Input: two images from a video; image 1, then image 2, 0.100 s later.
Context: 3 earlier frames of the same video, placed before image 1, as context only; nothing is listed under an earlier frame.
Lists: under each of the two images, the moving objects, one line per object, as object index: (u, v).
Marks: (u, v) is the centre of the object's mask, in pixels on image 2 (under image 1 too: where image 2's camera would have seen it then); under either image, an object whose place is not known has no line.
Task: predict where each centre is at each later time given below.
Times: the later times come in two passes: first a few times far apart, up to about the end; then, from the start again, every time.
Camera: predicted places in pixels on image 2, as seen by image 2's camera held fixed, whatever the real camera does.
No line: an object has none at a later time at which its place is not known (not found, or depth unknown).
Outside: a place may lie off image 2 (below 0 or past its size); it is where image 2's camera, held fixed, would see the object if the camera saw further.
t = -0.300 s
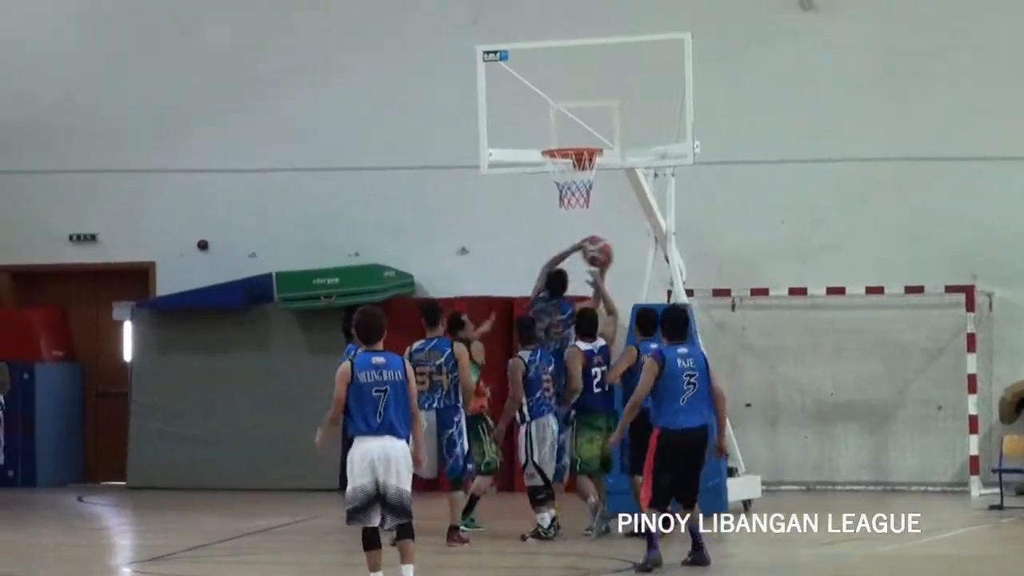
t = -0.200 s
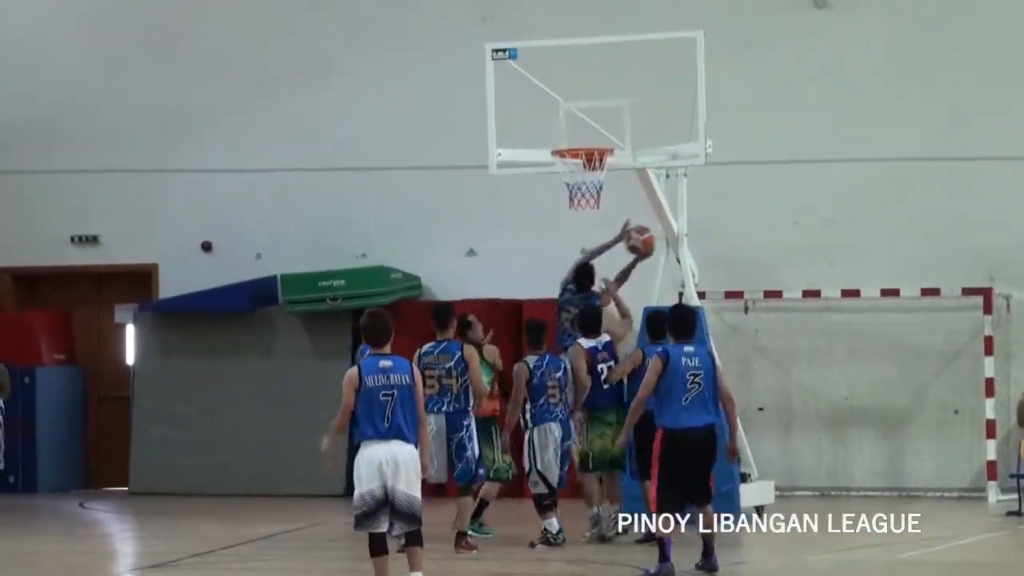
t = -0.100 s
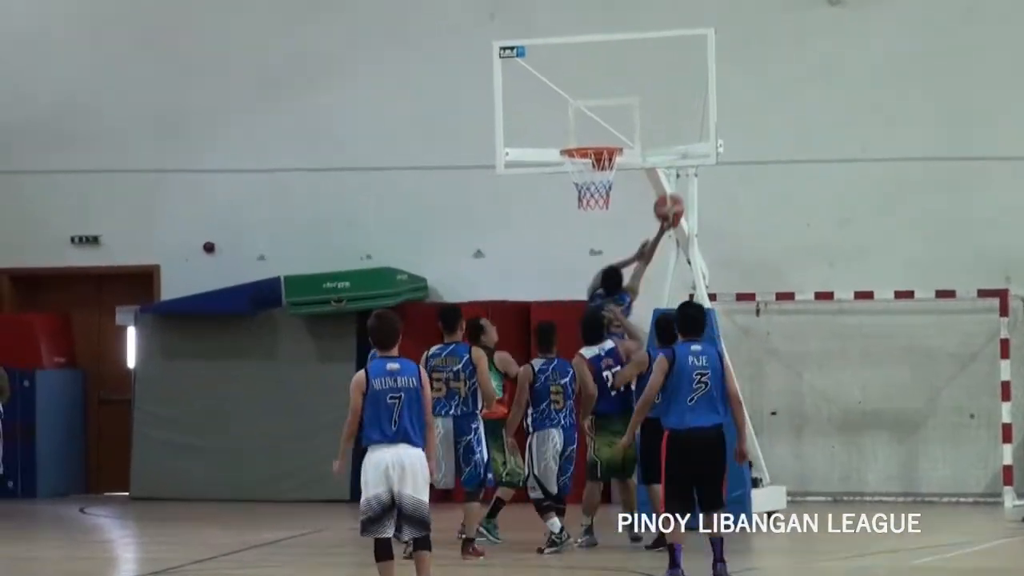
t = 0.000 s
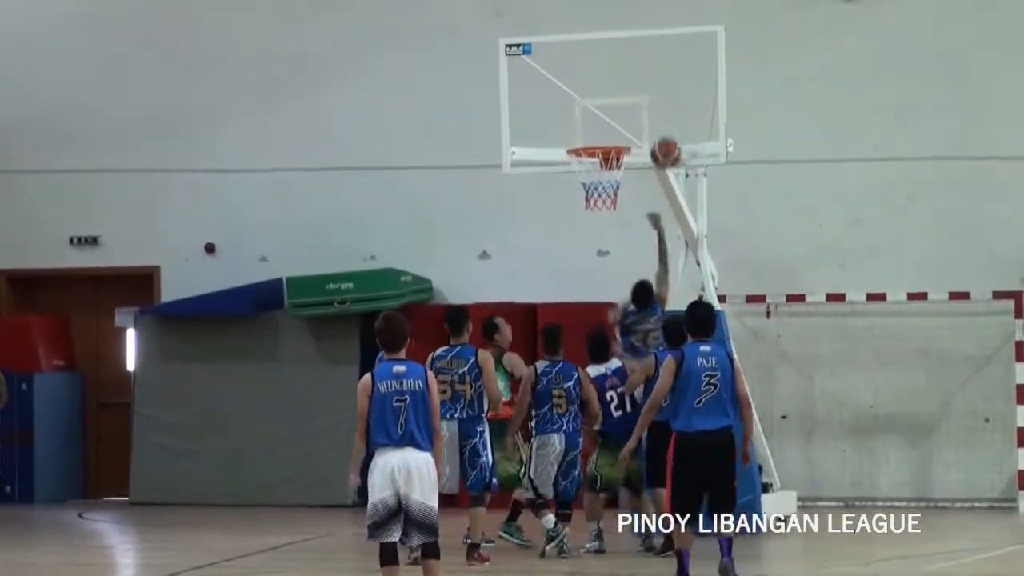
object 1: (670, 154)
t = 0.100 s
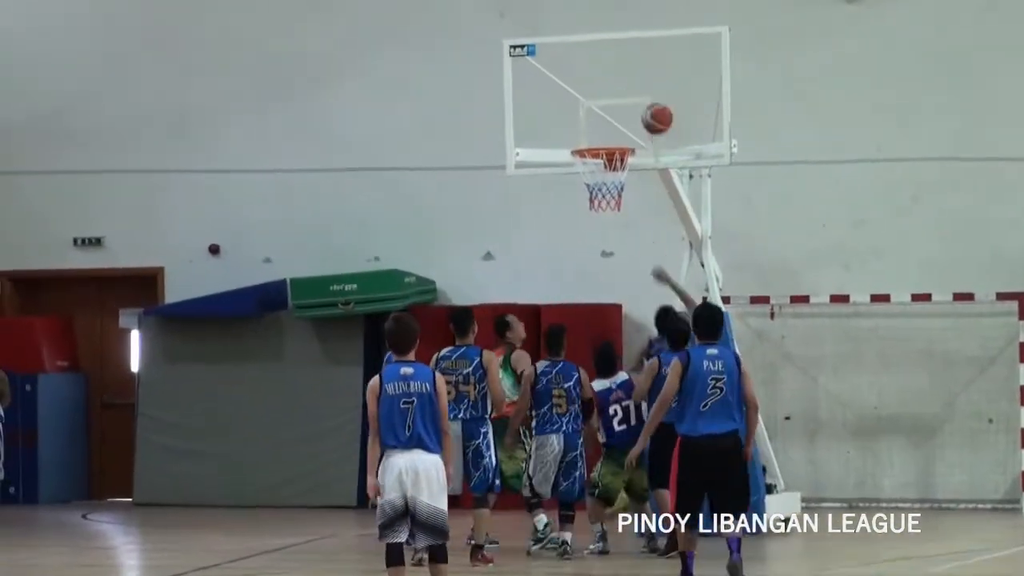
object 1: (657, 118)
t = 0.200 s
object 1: (643, 98)
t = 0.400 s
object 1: (621, 94)
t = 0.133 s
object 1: (652, 110)
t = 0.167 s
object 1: (648, 103)
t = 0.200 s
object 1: (643, 98)
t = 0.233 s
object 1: (639, 93)
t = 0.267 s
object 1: (635, 91)
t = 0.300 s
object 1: (632, 90)
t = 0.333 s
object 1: (628, 90)
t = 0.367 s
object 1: (624, 91)
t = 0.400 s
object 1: (621, 94)
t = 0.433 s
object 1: (617, 99)
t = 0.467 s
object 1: (613, 105)
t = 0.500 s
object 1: (610, 113)
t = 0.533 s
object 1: (606, 123)
